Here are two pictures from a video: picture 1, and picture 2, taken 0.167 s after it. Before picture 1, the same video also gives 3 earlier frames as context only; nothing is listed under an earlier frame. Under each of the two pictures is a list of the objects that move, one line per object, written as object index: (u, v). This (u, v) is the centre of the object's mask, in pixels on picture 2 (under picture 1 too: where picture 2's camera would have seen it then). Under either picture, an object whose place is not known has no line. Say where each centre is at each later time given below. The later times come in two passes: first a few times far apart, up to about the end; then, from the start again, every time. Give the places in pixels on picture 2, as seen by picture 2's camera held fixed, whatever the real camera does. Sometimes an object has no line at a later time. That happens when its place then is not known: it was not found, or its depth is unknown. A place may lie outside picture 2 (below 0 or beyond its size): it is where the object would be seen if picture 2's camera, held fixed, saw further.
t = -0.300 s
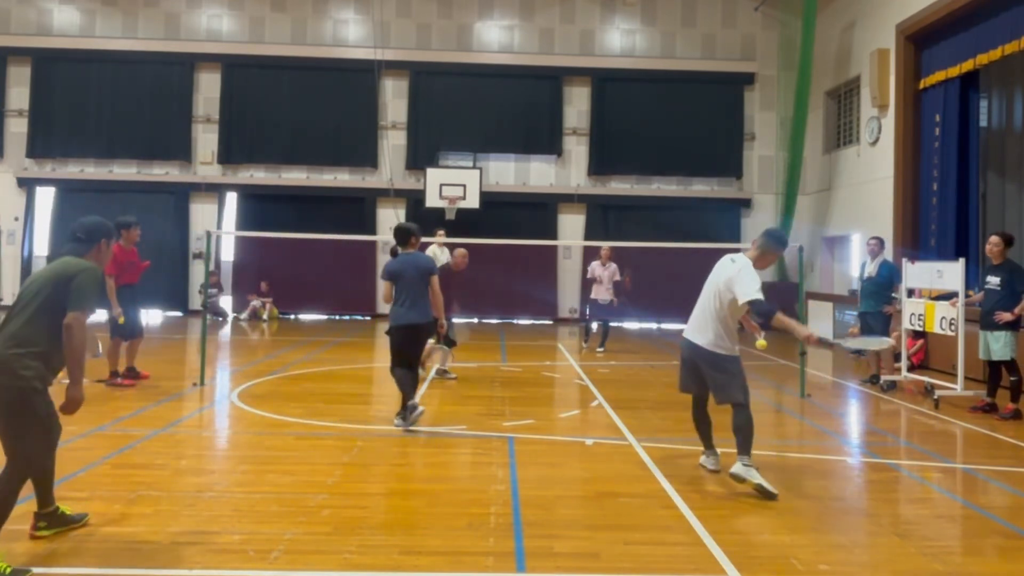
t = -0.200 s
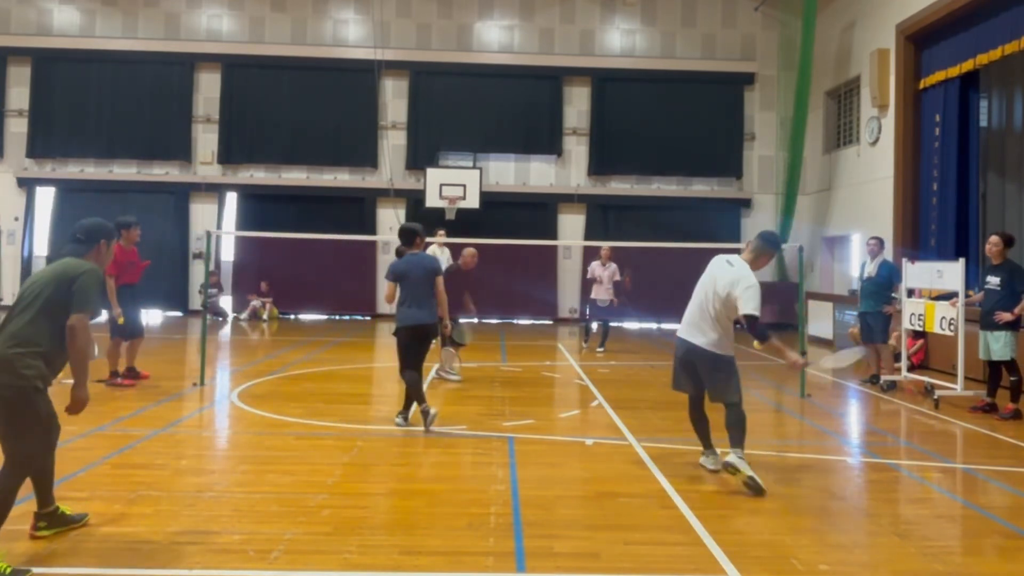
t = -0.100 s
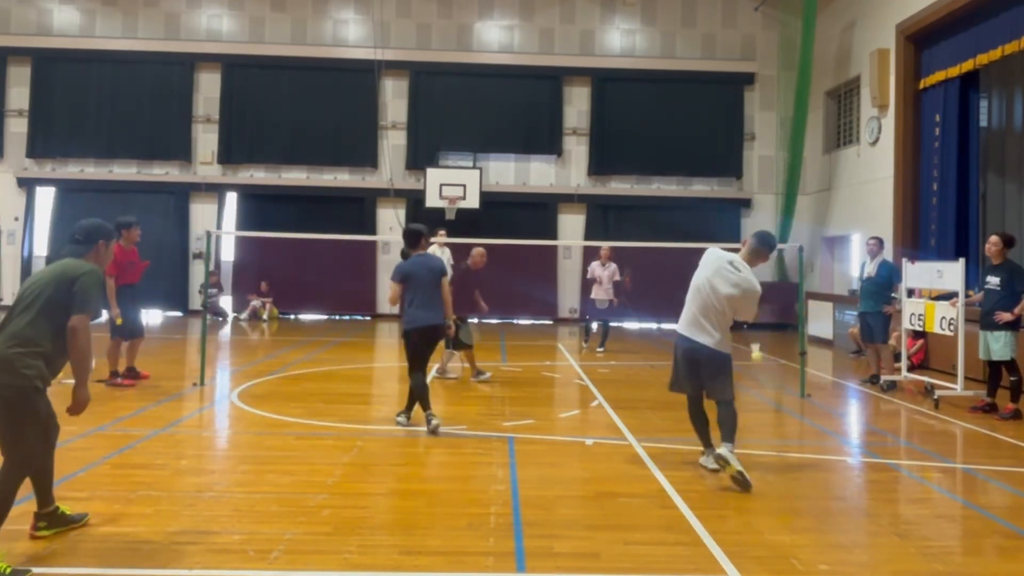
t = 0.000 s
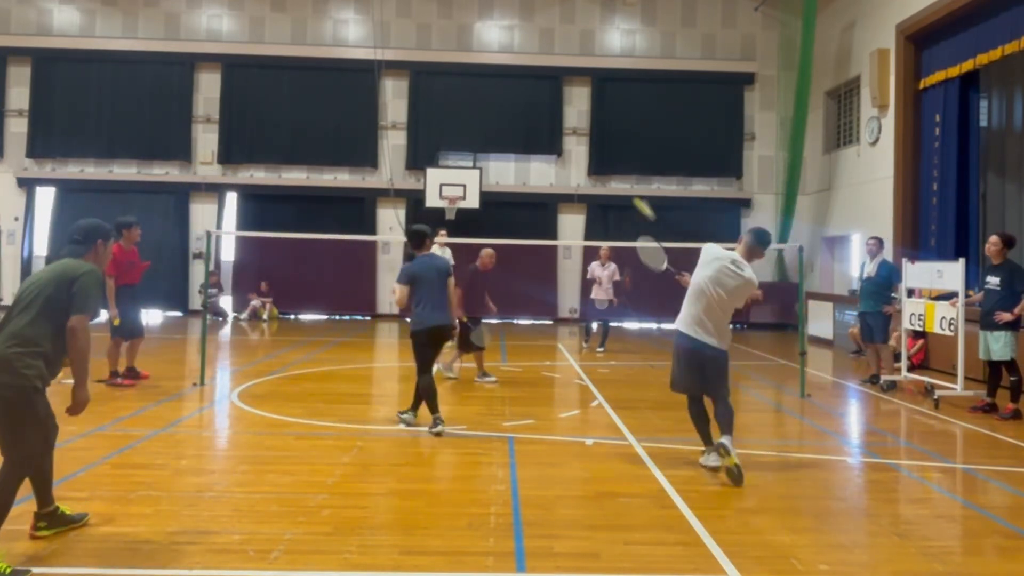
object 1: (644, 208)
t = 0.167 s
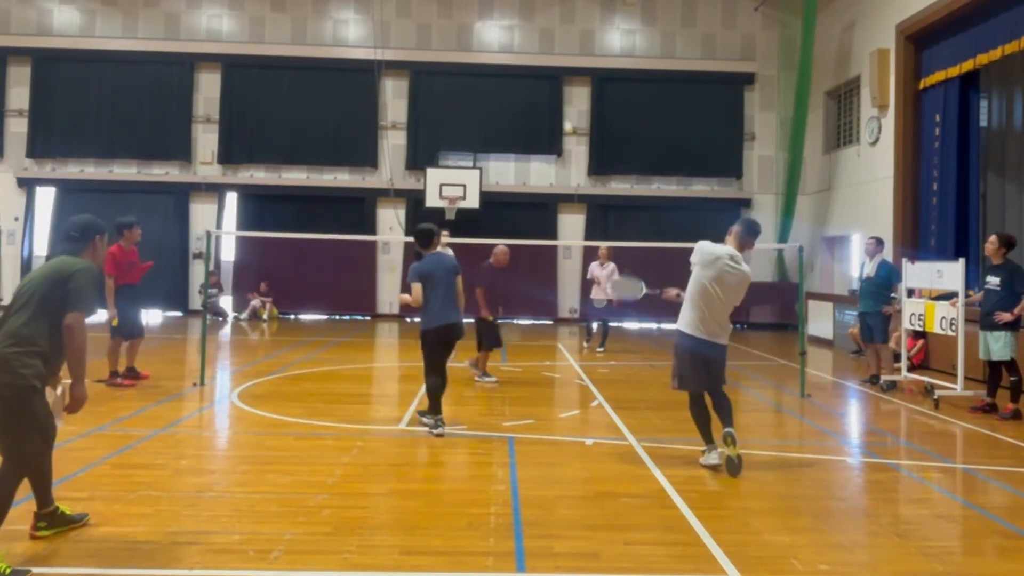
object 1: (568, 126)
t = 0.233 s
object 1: (551, 116)
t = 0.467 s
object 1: (516, 111)
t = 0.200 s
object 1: (559, 120)
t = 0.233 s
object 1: (551, 116)
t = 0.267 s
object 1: (545, 114)
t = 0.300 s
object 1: (539, 111)
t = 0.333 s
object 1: (534, 110)
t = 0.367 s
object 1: (529, 109)
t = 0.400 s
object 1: (524, 109)
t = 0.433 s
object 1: (521, 109)
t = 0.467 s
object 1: (516, 111)
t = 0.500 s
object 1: (513, 112)
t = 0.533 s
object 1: (509, 115)
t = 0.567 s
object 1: (506, 118)
